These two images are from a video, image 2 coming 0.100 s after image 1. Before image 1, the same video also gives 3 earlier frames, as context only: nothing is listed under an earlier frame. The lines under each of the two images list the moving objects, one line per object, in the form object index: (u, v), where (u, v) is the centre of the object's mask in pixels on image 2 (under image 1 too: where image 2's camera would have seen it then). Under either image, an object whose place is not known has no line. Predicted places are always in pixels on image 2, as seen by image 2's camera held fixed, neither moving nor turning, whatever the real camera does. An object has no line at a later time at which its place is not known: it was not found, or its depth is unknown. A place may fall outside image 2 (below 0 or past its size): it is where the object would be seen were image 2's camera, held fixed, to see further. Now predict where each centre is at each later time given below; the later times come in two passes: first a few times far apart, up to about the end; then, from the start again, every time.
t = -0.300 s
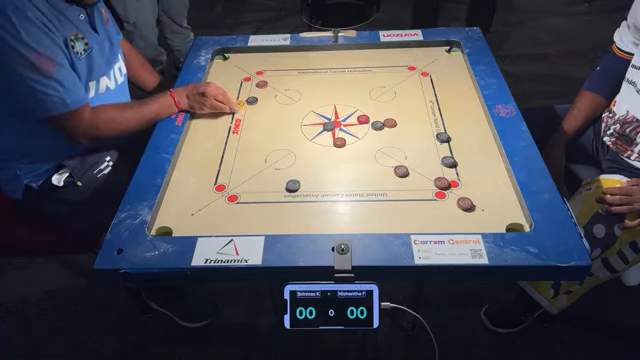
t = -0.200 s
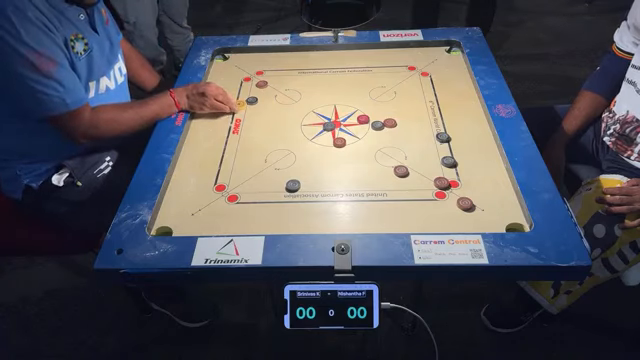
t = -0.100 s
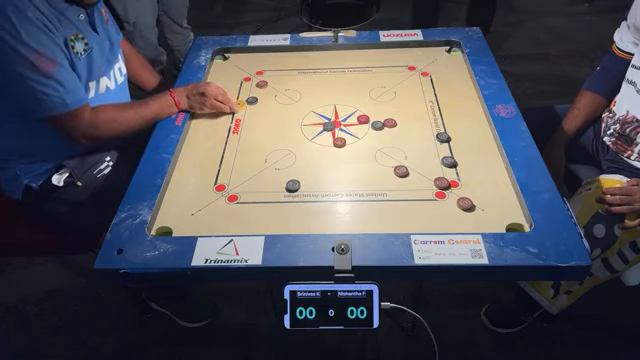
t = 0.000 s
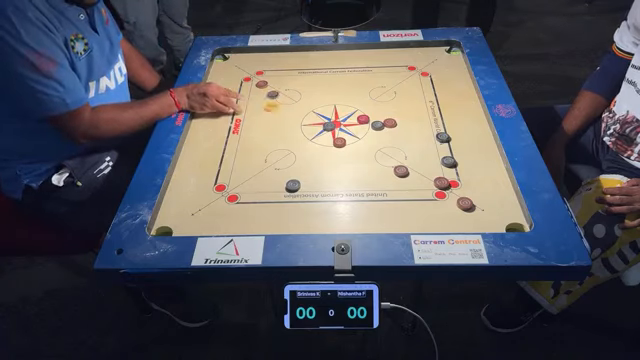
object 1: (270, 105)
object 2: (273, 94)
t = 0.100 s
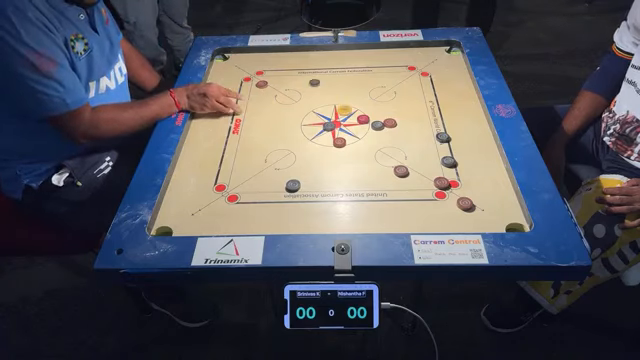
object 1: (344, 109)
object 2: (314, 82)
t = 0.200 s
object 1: (412, 109)
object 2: (349, 72)
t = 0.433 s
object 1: (408, 107)
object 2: (407, 55)
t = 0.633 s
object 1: (329, 107)
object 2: (435, 50)
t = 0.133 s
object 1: (368, 110)
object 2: (326, 79)
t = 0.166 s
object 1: (391, 109)
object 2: (338, 75)
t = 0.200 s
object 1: (412, 109)
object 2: (349, 72)
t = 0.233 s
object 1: (434, 108)
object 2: (359, 69)
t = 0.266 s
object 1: (456, 107)
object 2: (368, 66)
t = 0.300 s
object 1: (473, 106)
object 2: (377, 64)
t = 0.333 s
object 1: (456, 106)
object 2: (385, 61)
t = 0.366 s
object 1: (439, 107)
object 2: (393, 59)
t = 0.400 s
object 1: (424, 106)
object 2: (400, 57)
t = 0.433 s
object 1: (408, 107)
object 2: (407, 55)
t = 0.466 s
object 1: (393, 107)
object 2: (413, 53)
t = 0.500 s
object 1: (379, 107)
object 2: (418, 52)
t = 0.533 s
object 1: (366, 107)
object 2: (423, 50)
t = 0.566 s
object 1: (354, 107)
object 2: (428, 50)
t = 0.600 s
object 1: (342, 106)
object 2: (432, 49)
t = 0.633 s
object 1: (329, 107)
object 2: (435, 50)
